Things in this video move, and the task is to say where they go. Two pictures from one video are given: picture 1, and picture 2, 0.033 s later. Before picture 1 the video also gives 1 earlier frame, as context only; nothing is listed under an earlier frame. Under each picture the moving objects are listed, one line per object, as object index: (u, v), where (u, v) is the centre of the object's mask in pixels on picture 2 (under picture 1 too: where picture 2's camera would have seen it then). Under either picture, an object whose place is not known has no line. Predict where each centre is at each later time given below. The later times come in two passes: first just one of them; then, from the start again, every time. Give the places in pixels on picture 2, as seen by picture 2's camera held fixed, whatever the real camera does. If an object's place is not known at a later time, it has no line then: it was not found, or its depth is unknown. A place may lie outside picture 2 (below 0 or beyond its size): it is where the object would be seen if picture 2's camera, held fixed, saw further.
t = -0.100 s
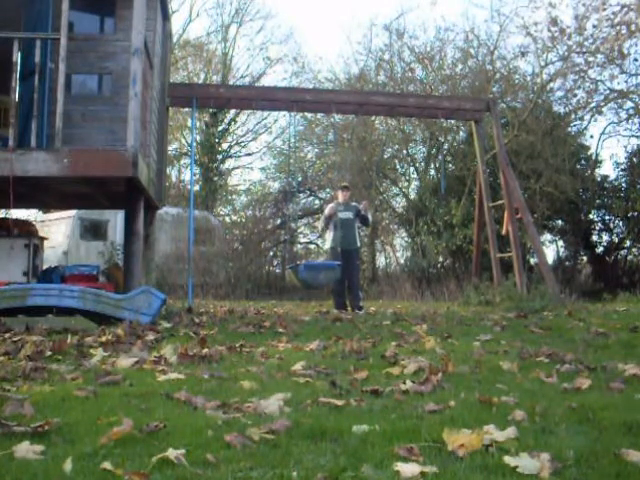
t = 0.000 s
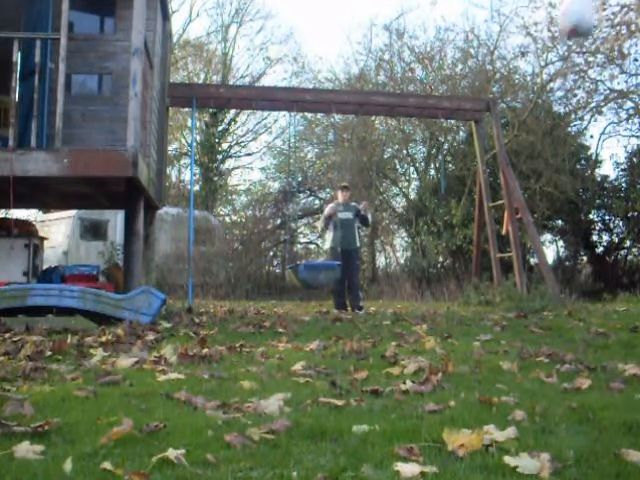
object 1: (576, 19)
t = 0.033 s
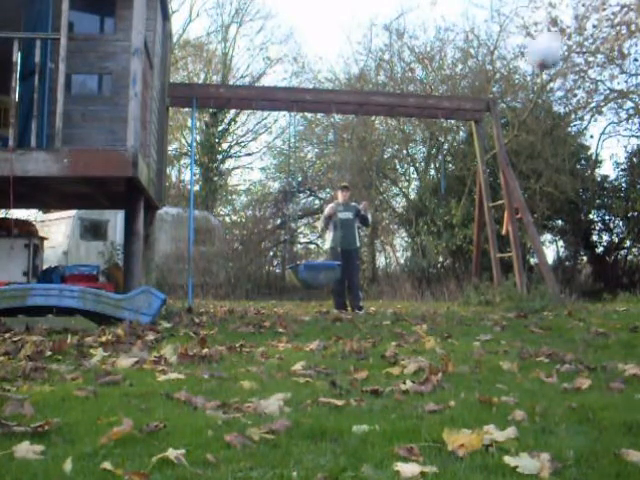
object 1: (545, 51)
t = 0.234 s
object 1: (428, 198)
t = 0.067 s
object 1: (517, 80)
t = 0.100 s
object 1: (496, 109)
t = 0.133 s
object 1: (476, 131)
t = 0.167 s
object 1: (458, 156)
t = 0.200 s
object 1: (442, 178)
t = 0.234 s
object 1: (428, 198)
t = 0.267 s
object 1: (416, 218)
